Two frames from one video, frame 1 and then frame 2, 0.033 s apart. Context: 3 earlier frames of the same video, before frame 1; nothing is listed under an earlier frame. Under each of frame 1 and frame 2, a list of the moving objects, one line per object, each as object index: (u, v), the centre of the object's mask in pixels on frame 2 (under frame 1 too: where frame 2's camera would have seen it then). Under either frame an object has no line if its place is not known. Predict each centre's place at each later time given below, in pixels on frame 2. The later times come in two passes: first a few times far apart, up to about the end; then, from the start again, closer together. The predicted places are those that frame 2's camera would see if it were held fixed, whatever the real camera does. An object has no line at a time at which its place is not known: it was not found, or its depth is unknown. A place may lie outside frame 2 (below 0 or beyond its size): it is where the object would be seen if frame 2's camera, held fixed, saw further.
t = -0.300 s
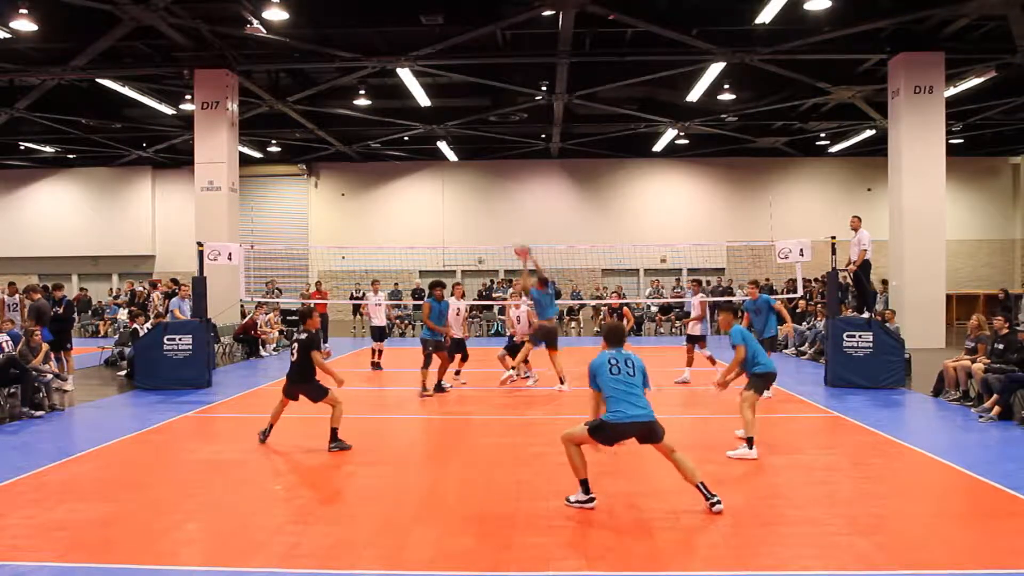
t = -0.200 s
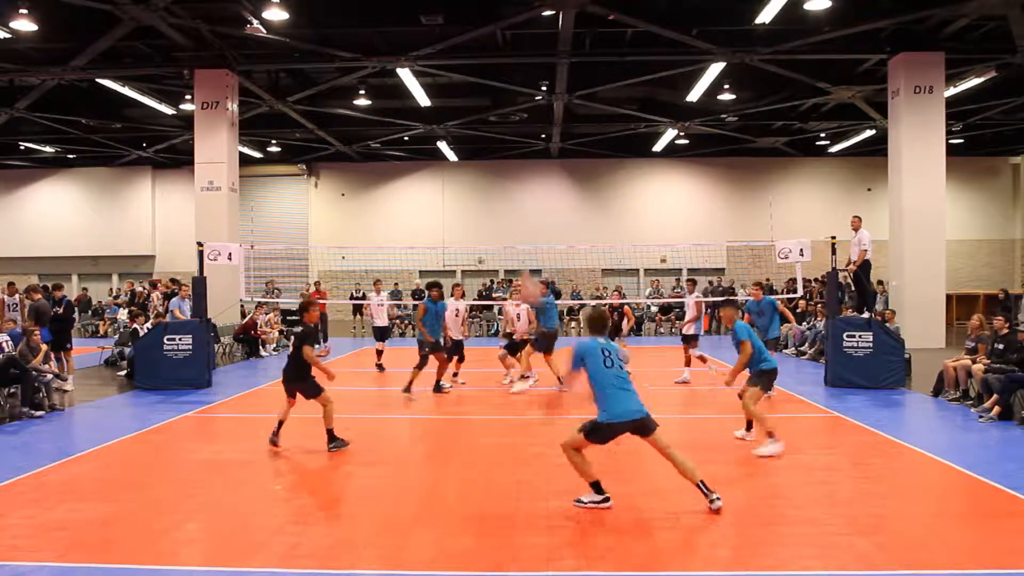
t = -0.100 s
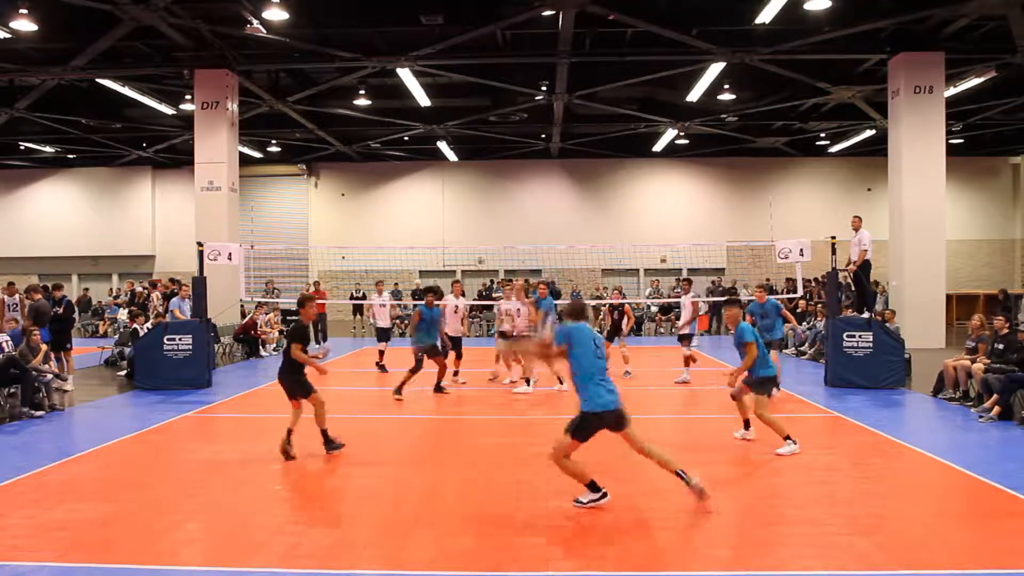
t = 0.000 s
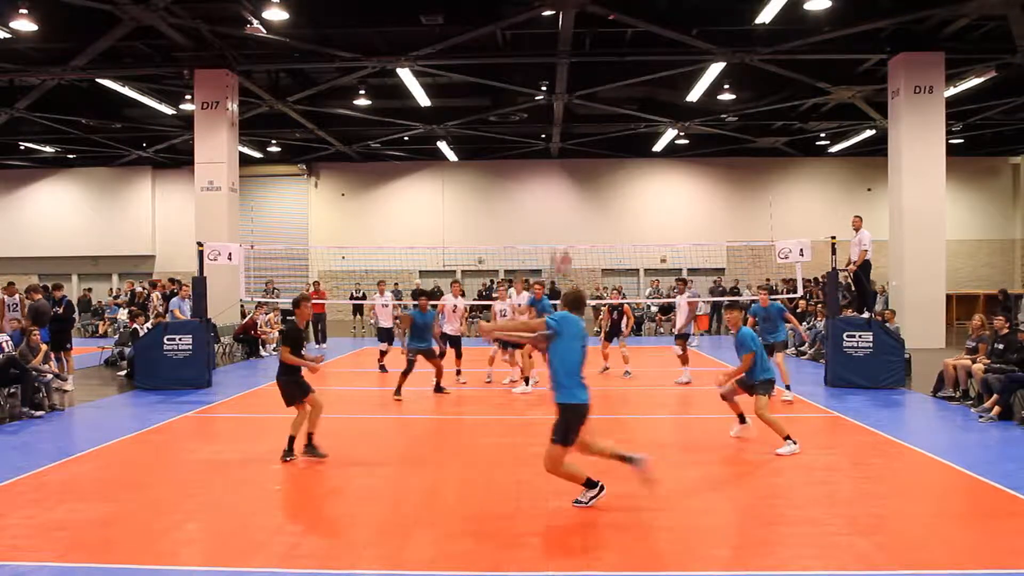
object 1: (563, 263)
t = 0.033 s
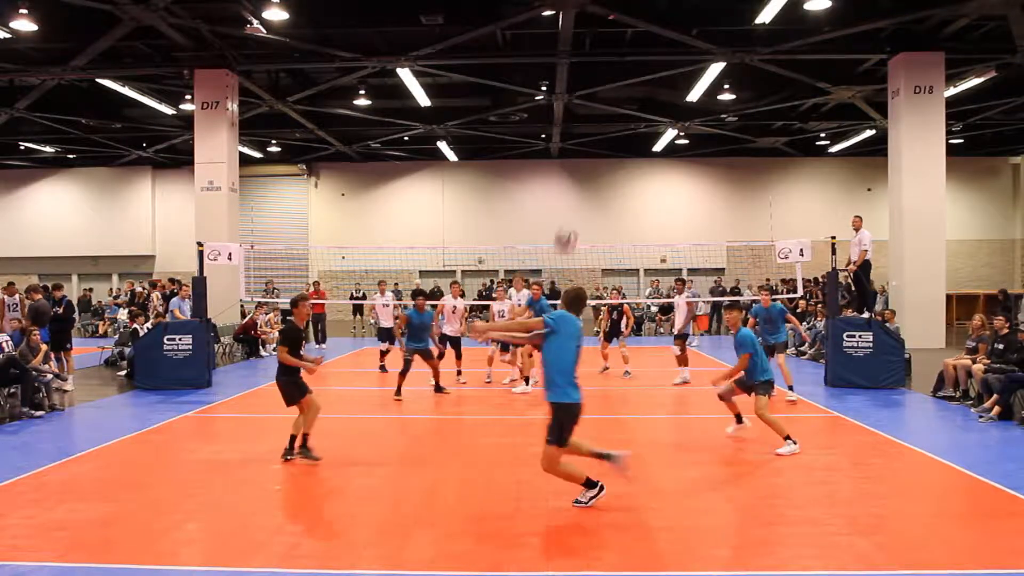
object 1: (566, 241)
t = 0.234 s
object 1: (591, 147)
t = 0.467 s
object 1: (620, 104)
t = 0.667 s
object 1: (642, 111)
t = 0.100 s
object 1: (575, 201)
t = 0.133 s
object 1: (579, 182)
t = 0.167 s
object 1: (582, 171)
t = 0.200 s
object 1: (587, 159)
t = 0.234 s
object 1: (591, 147)
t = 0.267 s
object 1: (595, 138)
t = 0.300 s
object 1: (599, 129)
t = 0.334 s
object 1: (603, 122)
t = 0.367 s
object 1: (607, 116)
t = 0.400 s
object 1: (611, 110)
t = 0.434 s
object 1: (615, 106)
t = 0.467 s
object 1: (620, 104)
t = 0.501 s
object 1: (624, 102)
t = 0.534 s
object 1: (627, 102)
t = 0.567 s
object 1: (631, 102)
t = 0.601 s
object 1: (635, 104)
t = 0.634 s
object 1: (638, 107)
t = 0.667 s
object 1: (642, 111)
